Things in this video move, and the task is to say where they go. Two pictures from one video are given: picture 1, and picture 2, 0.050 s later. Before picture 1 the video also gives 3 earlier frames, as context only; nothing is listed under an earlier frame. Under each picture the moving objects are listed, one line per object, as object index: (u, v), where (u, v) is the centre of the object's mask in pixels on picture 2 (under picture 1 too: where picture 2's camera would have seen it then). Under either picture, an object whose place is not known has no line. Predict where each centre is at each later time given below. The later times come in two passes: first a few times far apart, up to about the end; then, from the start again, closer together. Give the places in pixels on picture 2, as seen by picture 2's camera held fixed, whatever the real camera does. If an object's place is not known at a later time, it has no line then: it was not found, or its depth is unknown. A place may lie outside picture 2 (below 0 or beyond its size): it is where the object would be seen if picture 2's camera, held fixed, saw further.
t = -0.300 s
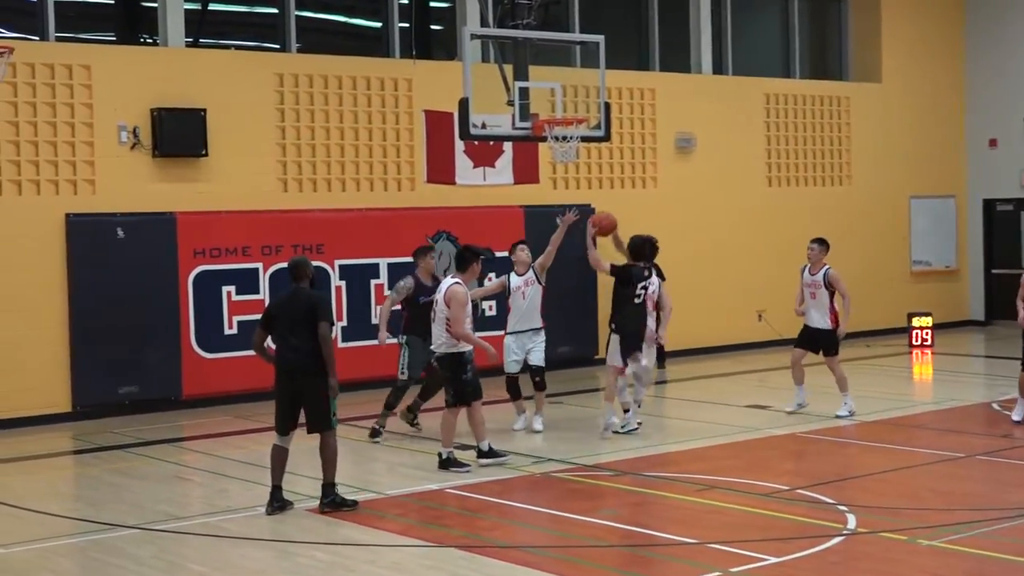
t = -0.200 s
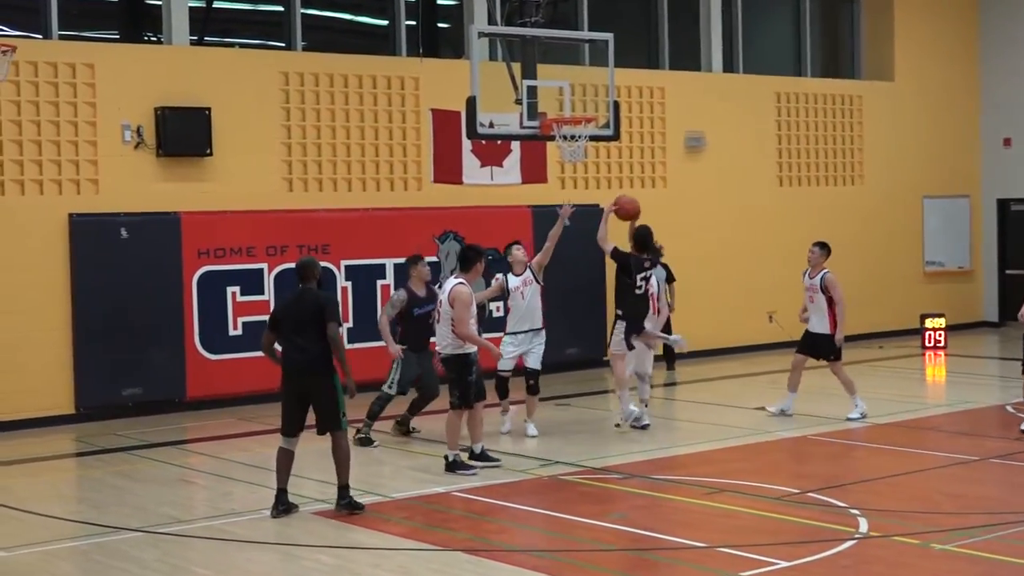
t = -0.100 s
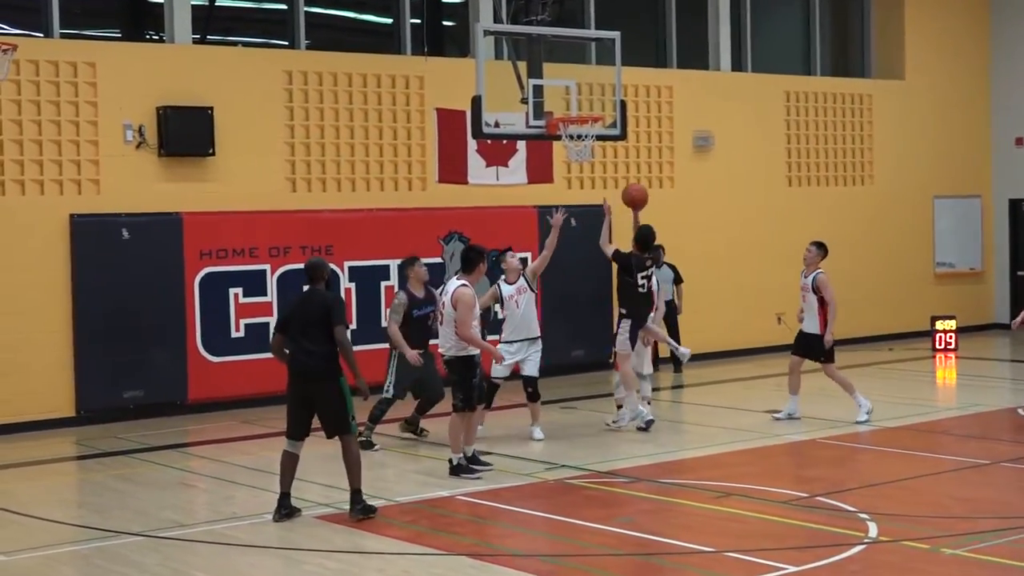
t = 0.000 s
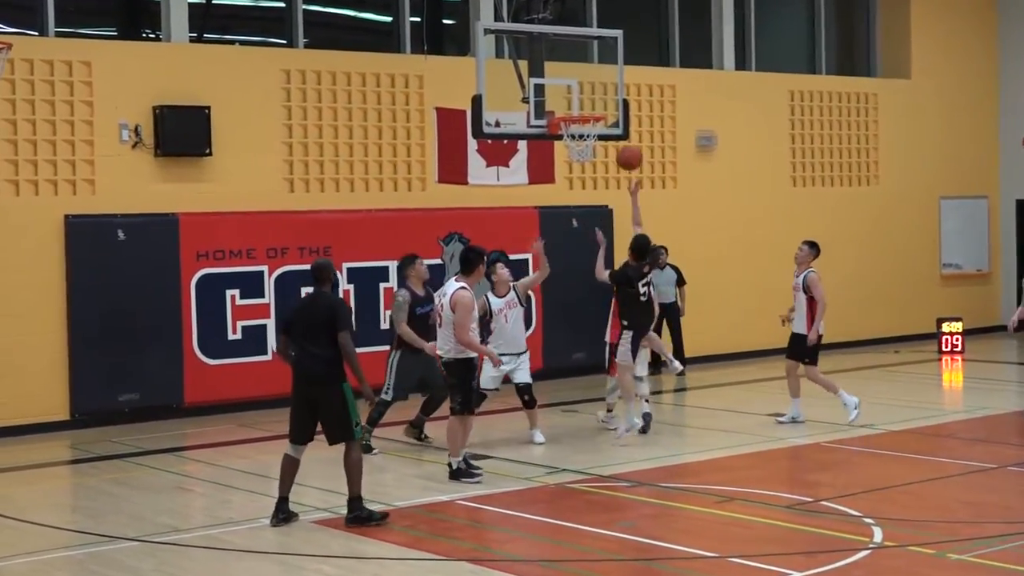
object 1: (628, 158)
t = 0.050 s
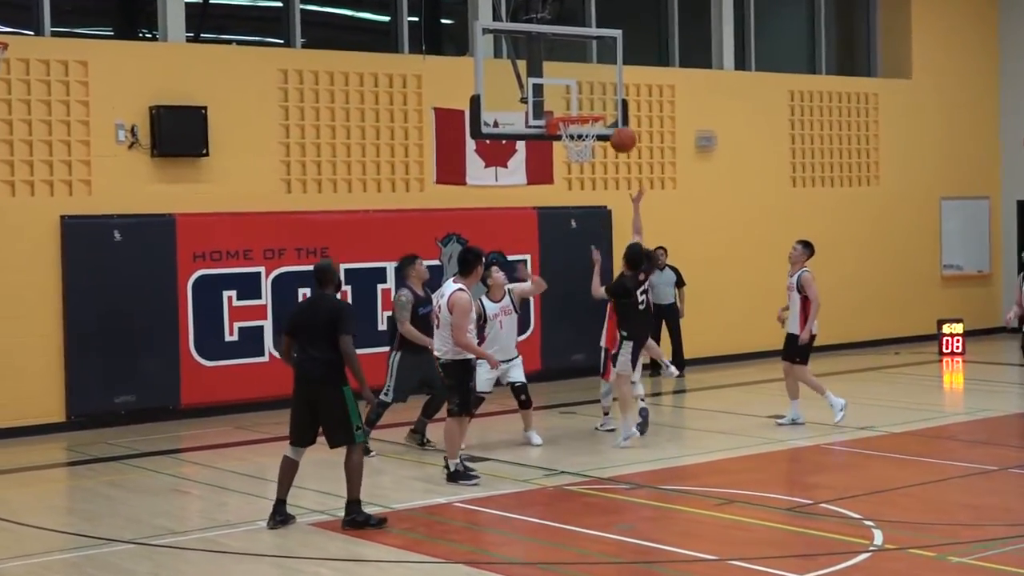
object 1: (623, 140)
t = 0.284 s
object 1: (600, 91)
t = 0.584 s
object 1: (578, 101)
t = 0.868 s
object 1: (575, 132)
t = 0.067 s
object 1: (621, 134)
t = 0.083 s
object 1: (619, 128)
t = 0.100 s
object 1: (617, 124)
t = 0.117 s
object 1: (616, 119)
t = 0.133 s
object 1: (615, 116)
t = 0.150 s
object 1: (612, 112)
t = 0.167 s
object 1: (611, 108)
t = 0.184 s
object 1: (609, 105)
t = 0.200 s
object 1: (607, 102)
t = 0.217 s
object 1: (606, 99)
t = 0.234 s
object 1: (604, 97)
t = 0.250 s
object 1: (602, 95)
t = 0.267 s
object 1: (601, 93)
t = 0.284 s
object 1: (600, 91)
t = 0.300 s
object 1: (598, 91)
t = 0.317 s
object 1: (596, 90)
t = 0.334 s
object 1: (595, 89)
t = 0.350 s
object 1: (594, 89)
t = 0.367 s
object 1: (592, 89)
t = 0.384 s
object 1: (591, 89)
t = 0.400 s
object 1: (590, 90)
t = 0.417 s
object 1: (588, 91)
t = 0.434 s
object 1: (586, 93)
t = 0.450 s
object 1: (585, 94)
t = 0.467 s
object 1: (584, 96)
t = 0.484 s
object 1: (582, 98)
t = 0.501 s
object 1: (581, 100)
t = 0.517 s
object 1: (579, 103)
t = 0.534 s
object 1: (579, 103)
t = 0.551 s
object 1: (579, 102)
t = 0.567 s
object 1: (578, 102)
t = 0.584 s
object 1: (578, 101)
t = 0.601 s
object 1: (578, 101)
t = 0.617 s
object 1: (577, 101)
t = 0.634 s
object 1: (576, 102)
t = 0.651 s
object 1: (576, 102)
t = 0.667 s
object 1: (575, 103)
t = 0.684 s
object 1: (574, 104)
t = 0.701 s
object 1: (574, 105)
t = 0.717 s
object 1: (574, 106)
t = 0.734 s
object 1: (573, 107)
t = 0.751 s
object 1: (573, 113)
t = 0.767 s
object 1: (573, 117)
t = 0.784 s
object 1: (573, 120)
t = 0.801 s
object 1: (574, 122)
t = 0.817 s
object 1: (574, 127)
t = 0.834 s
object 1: (575, 129)
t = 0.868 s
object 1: (575, 132)
